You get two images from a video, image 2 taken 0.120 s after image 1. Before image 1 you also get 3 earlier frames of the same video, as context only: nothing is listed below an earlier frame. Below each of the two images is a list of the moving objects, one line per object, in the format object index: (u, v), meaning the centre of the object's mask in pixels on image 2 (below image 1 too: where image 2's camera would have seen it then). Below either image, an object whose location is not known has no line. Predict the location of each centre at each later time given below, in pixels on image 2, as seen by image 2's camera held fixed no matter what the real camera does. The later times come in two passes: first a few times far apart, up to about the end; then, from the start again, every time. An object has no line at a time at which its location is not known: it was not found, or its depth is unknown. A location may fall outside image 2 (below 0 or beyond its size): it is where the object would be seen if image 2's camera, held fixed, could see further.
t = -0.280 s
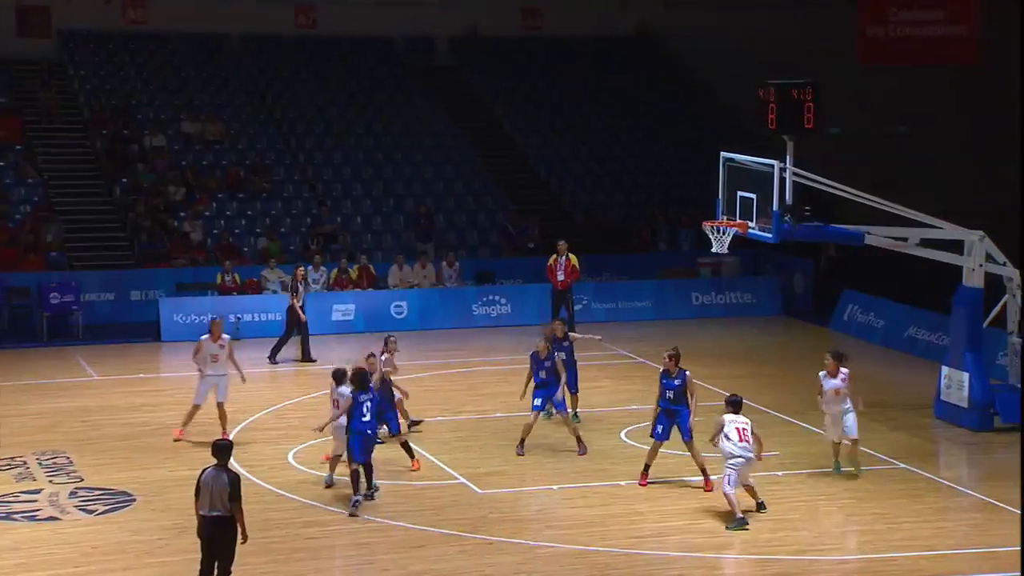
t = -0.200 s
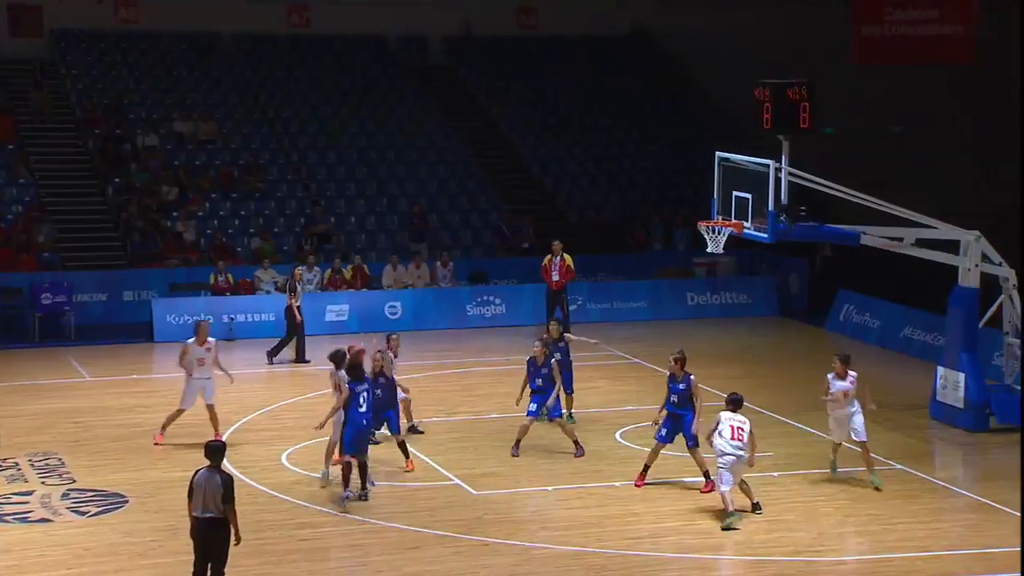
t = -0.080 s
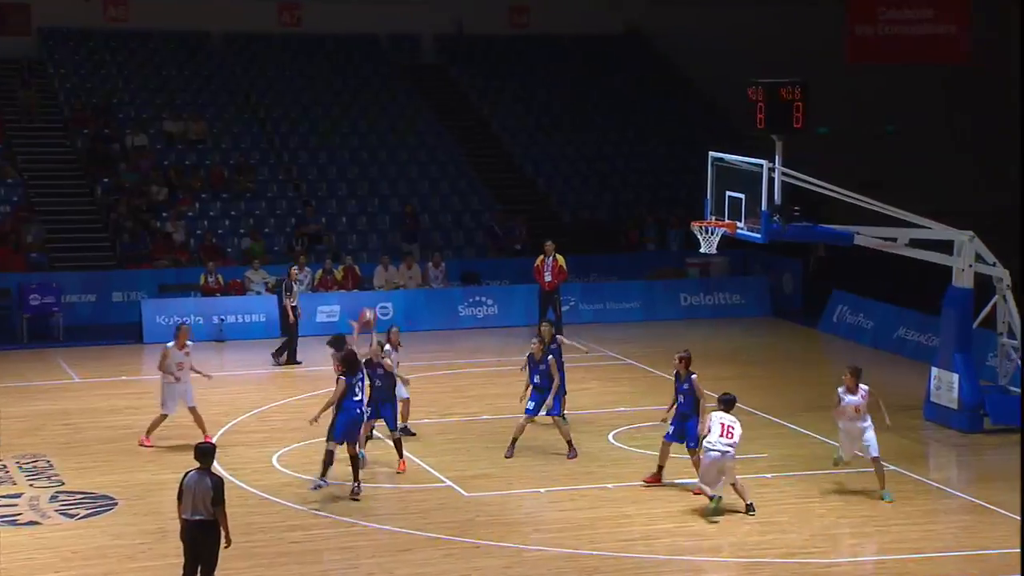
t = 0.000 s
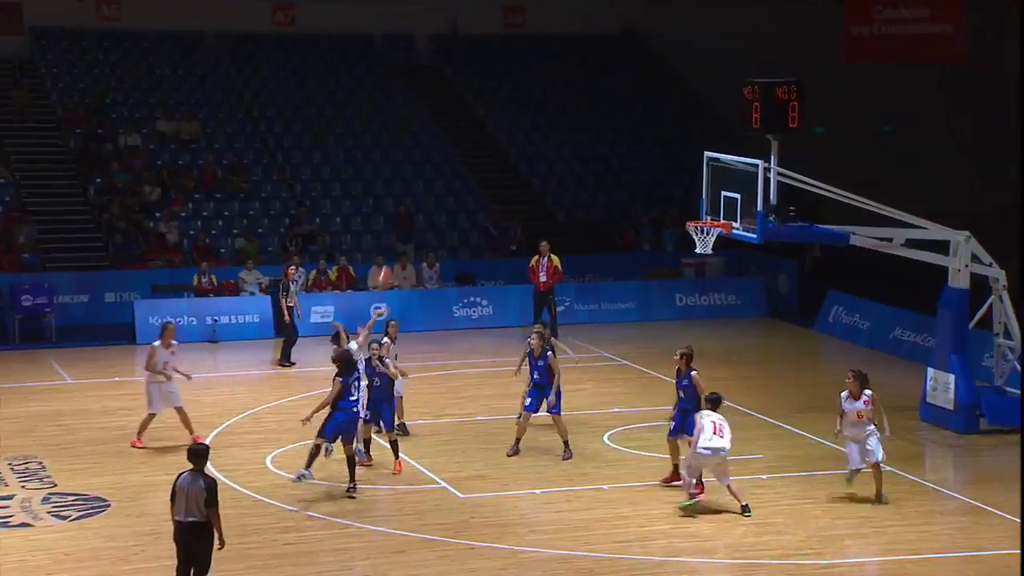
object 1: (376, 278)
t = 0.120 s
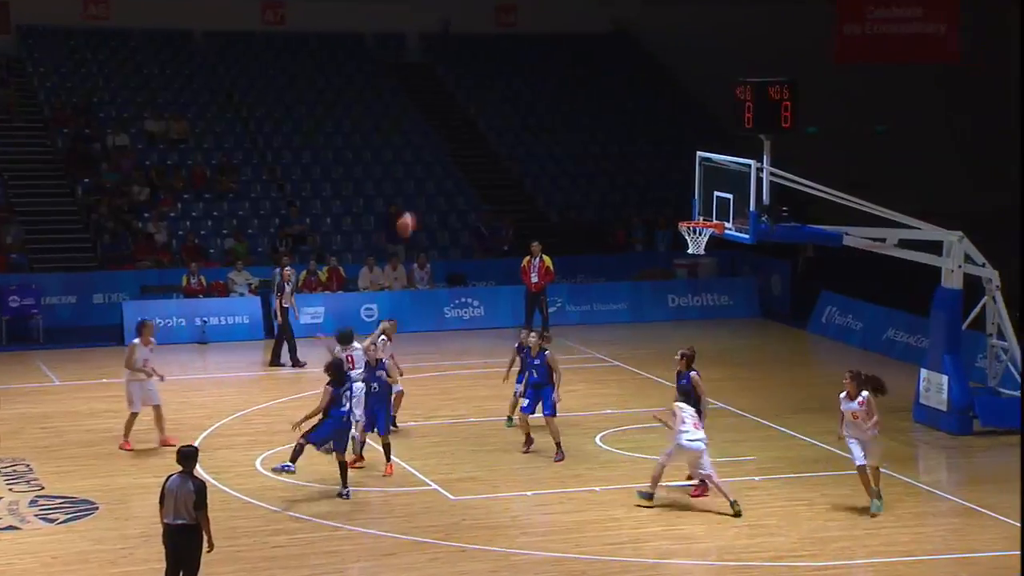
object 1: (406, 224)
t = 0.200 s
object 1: (429, 193)
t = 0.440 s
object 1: (491, 136)
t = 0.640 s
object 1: (540, 123)
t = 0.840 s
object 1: (586, 138)
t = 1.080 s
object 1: (639, 194)
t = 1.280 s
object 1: (681, 267)
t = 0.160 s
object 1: (418, 208)
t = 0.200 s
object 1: (429, 193)
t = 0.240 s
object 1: (439, 181)
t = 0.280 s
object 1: (451, 169)
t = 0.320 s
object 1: (460, 159)
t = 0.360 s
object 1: (471, 150)
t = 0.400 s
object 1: (481, 142)
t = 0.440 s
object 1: (491, 136)
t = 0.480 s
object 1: (501, 131)
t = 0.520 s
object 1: (511, 127)
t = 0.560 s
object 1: (521, 125)
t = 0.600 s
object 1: (531, 123)
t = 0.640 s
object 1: (540, 123)
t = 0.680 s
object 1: (550, 124)
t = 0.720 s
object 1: (559, 126)
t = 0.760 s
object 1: (568, 129)
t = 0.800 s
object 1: (578, 133)
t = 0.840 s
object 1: (586, 138)
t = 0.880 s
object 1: (596, 145)
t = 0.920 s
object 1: (604, 152)
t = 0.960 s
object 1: (613, 162)
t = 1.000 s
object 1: (623, 171)
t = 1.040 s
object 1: (630, 183)
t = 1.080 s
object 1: (639, 194)
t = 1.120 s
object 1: (648, 206)
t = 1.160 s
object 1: (656, 220)
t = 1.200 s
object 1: (664, 235)
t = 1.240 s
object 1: (673, 250)
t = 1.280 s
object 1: (681, 267)
